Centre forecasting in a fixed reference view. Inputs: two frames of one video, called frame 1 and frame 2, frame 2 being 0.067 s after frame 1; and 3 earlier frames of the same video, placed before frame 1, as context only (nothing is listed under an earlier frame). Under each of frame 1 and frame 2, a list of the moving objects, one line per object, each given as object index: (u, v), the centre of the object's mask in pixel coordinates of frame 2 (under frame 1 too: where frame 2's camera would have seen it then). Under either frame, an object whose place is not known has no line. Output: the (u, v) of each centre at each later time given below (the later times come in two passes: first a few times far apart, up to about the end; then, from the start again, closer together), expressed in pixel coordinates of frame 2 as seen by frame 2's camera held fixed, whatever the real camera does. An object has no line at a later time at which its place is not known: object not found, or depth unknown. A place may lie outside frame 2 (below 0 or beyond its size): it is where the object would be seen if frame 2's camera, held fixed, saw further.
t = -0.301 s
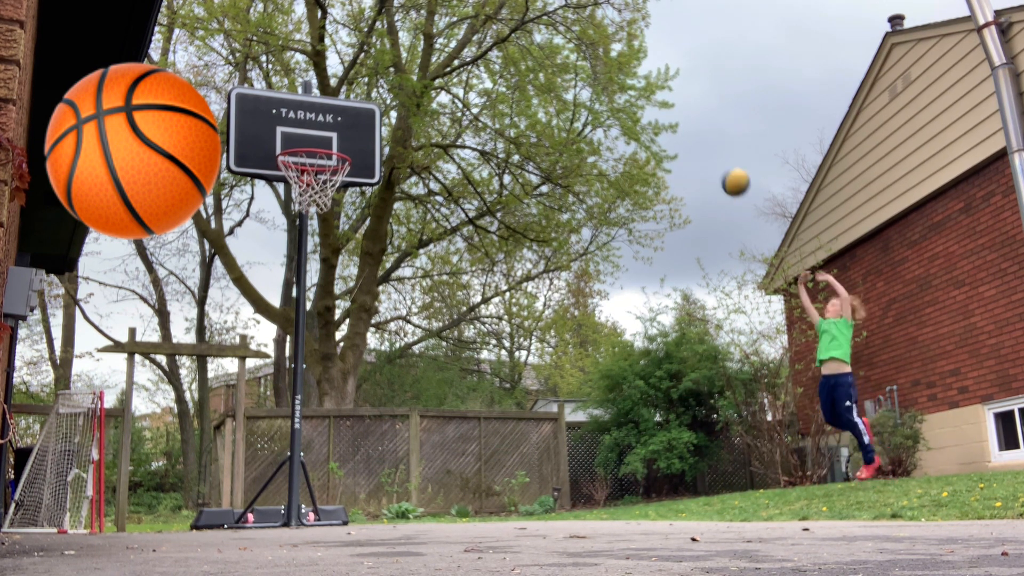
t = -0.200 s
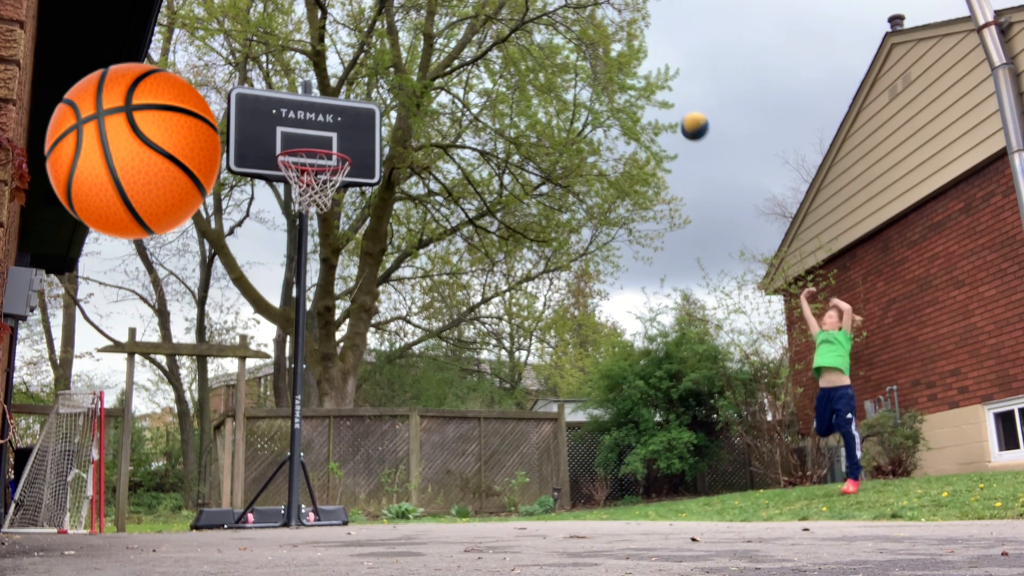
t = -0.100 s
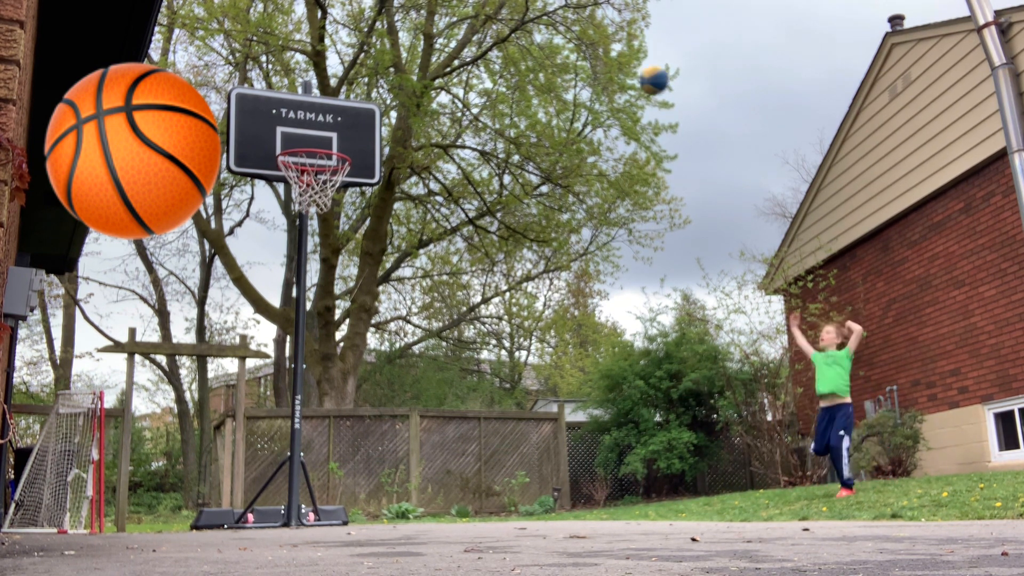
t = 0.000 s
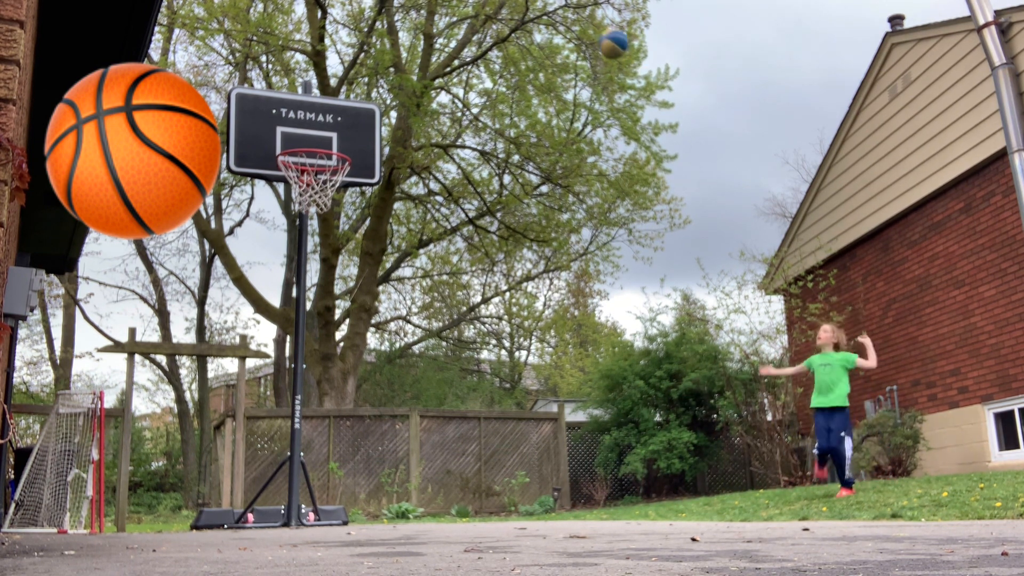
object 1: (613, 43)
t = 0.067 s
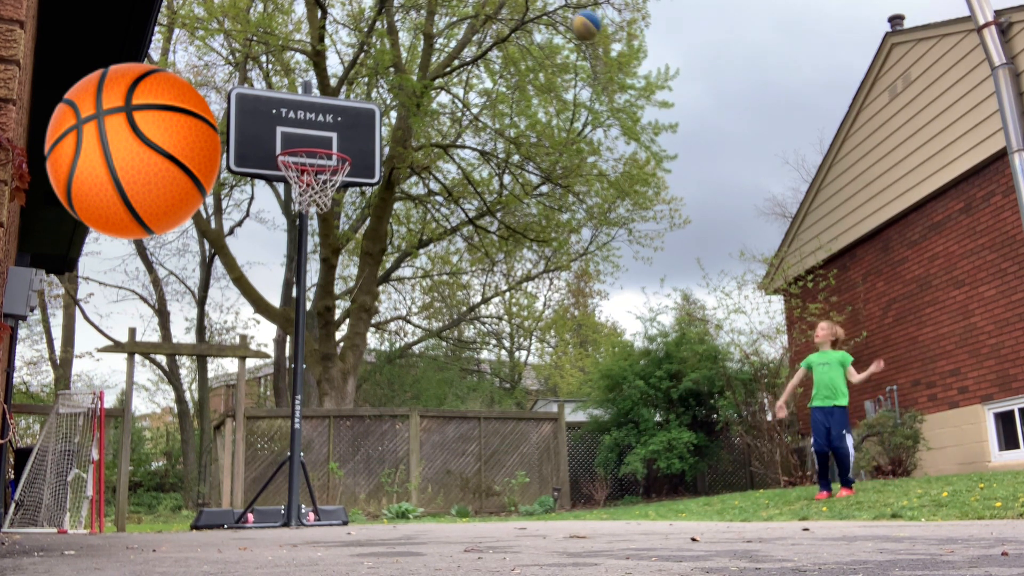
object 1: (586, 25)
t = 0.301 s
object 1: (487, 6)
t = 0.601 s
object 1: (337, 67)
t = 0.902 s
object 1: (143, 297)
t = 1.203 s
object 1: (67, 385)
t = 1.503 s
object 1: (167, 278)
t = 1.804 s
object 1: (247, 330)
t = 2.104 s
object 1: (309, 496)
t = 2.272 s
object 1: (281, 403)
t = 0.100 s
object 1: (572, 17)
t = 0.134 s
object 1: (558, 12)
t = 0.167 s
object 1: (543, 9)
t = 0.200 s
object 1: (530, 8)
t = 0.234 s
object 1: (515, 7)
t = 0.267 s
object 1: (501, 6)
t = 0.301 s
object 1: (487, 6)
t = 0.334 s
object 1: (471, 7)
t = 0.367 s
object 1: (456, 9)
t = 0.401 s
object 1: (439, 11)
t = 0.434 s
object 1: (423, 14)
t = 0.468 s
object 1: (407, 20)
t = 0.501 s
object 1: (390, 29)
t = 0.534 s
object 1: (373, 40)
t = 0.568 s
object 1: (356, 52)
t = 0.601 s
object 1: (337, 67)
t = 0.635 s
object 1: (319, 83)
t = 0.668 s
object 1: (299, 101)
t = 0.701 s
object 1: (279, 121)
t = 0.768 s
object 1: (238, 168)
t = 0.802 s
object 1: (219, 199)
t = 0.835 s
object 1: (195, 230)
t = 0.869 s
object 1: (167, 261)
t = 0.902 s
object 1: (143, 297)
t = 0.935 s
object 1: (117, 338)
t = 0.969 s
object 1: (89, 382)
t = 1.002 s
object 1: (63, 428)
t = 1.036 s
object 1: (34, 480)
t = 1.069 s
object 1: (17, 496)
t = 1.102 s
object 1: (25, 466)
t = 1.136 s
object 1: (40, 435)
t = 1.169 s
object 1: (55, 408)
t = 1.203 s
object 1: (67, 385)
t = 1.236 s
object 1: (79, 364)
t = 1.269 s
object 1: (93, 345)
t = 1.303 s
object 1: (104, 329)
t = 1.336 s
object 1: (115, 315)
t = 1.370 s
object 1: (126, 303)
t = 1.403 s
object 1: (138, 294)
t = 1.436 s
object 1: (147, 287)
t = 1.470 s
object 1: (157, 282)
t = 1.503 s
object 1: (167, 278)
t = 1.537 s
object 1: (176, 277)
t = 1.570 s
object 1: (187, 277)
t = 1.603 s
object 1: (195, 280)
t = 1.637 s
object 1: (205, 283)
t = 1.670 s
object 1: (213, 289)
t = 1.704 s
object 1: (221, 297)
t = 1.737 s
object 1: (230, 307)
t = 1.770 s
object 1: (239, 317)
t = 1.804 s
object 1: (247, 330)
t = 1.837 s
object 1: (256, 345)
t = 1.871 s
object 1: (263, 362)
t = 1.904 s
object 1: (271, 380)
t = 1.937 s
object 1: (279, 399)
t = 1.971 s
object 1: (287, 420)
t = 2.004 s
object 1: (295, 444)
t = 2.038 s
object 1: (302, 469)
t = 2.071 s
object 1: (310, 496)
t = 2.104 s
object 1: (309, 496)
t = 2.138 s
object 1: (304, 473)
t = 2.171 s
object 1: (298, 452)
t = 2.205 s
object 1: (293, 434)
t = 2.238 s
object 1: (287, 418)
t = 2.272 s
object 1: (281, 403)
